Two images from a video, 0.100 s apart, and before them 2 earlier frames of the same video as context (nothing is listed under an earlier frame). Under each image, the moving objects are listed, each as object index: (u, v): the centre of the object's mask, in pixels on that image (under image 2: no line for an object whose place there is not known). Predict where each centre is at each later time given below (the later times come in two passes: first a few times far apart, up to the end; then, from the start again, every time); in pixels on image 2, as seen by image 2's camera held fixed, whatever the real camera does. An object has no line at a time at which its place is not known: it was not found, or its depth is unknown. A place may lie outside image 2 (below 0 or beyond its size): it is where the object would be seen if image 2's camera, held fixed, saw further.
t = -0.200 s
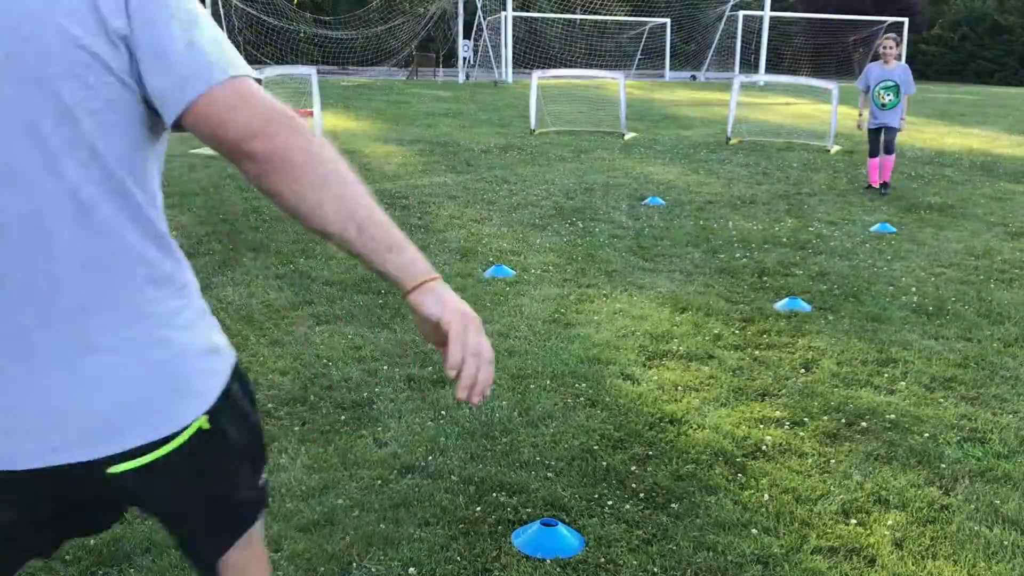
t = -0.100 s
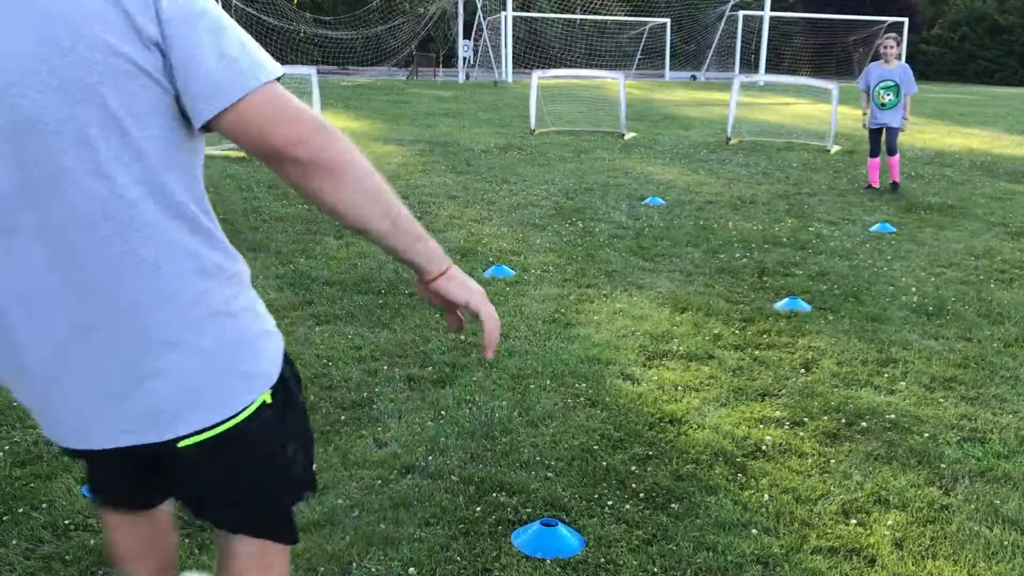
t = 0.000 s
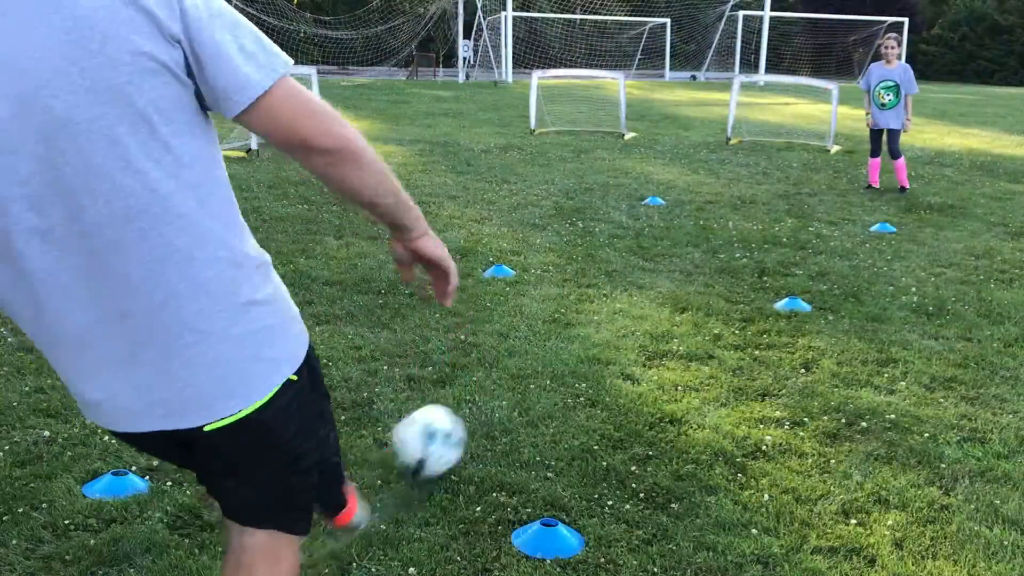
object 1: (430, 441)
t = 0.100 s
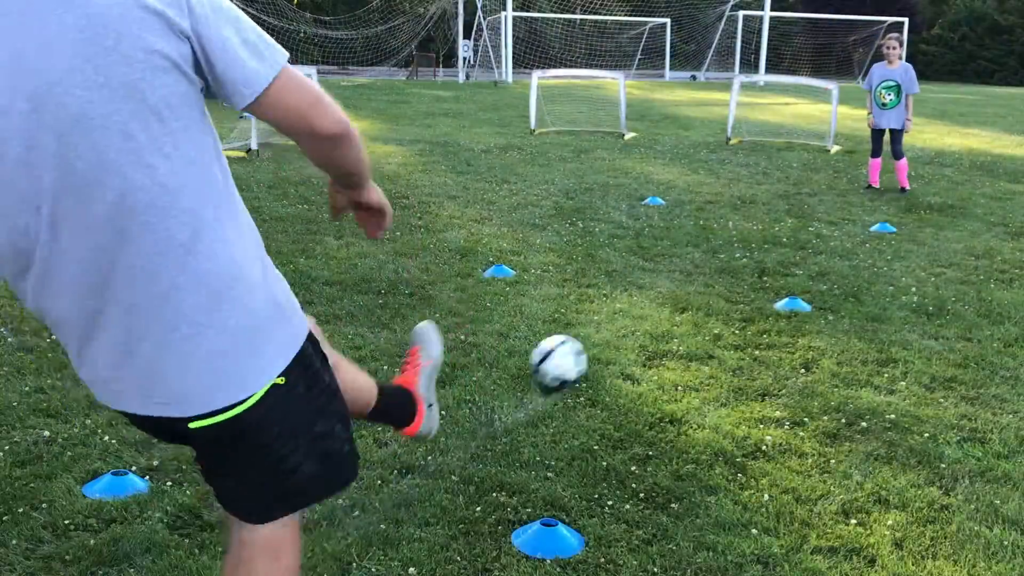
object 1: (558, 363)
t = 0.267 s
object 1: (656, 288)
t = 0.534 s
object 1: (727, 233)
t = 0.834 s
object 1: (769, 203)
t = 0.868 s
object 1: (773, 202)
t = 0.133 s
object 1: (587, 346)
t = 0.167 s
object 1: (610, 330)
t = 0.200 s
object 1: (628, 315)
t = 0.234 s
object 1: (642, 300)
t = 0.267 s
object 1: (656, 288)
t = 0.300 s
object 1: (669, 279)
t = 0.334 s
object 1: (679, 272)
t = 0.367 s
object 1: (690, 267)
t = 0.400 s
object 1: (699, 262)
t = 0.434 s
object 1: (707, 254)
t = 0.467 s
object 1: (714, 246)
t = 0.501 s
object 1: (721, 239)
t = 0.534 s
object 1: (727, 233)
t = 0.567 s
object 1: (733, 230)
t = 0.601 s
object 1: (739, 227)
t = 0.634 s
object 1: (743, 225)
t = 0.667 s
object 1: (748, 221)
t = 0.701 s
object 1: (753, 216)
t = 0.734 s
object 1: (757, 213)
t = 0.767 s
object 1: (761, 209)
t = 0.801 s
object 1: (765, 206)
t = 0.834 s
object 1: (769, 203)
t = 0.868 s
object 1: (773, 202)
